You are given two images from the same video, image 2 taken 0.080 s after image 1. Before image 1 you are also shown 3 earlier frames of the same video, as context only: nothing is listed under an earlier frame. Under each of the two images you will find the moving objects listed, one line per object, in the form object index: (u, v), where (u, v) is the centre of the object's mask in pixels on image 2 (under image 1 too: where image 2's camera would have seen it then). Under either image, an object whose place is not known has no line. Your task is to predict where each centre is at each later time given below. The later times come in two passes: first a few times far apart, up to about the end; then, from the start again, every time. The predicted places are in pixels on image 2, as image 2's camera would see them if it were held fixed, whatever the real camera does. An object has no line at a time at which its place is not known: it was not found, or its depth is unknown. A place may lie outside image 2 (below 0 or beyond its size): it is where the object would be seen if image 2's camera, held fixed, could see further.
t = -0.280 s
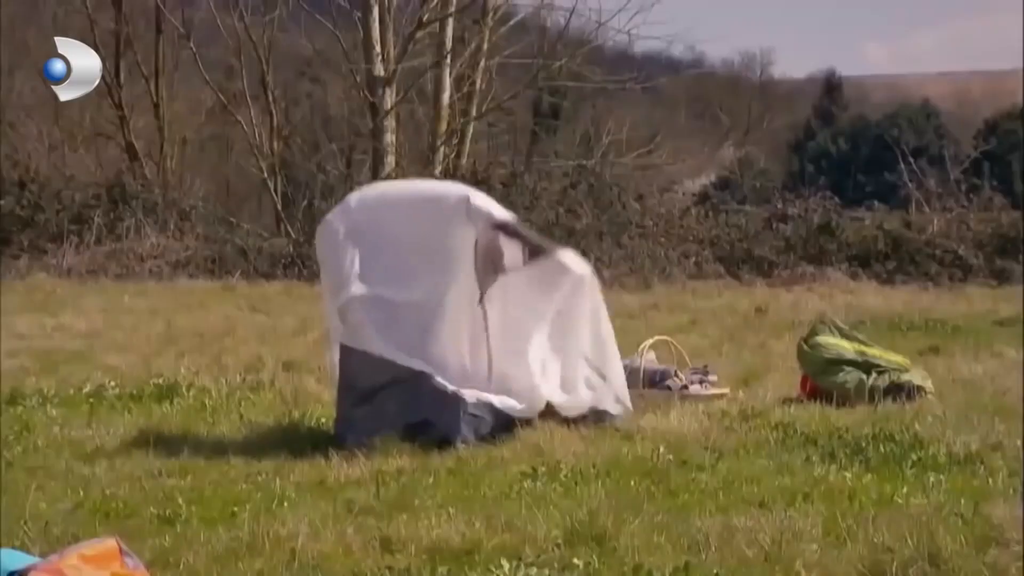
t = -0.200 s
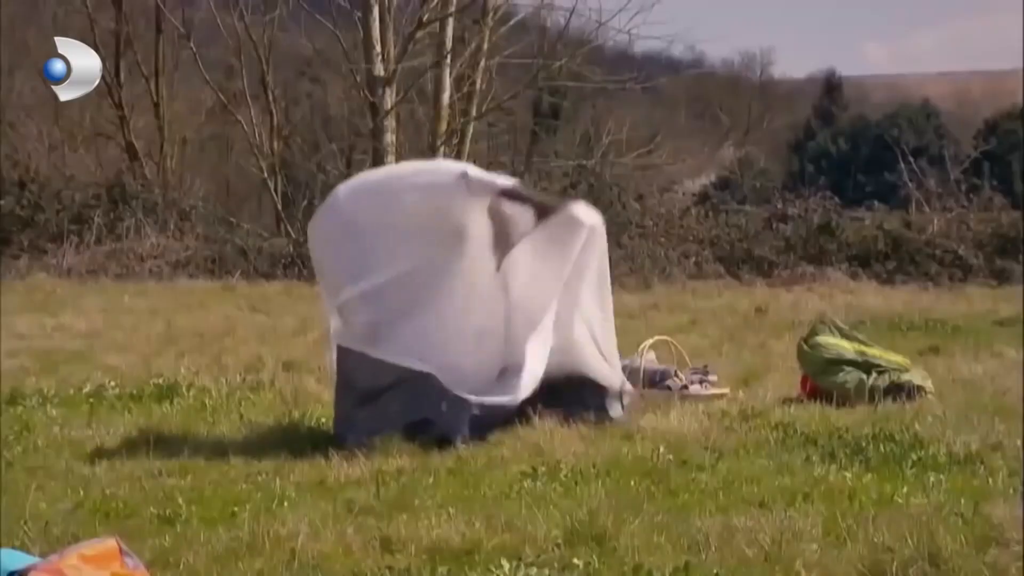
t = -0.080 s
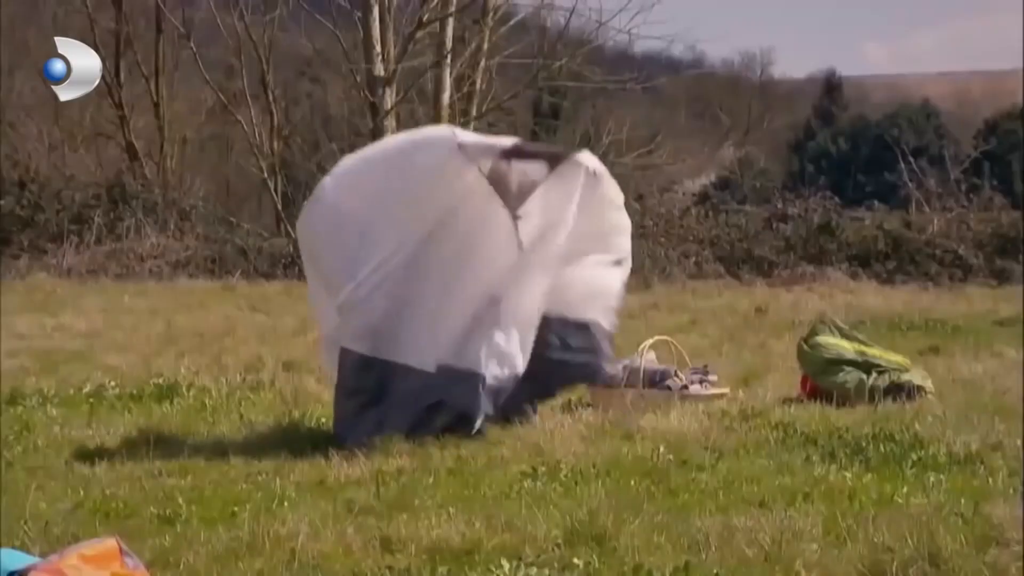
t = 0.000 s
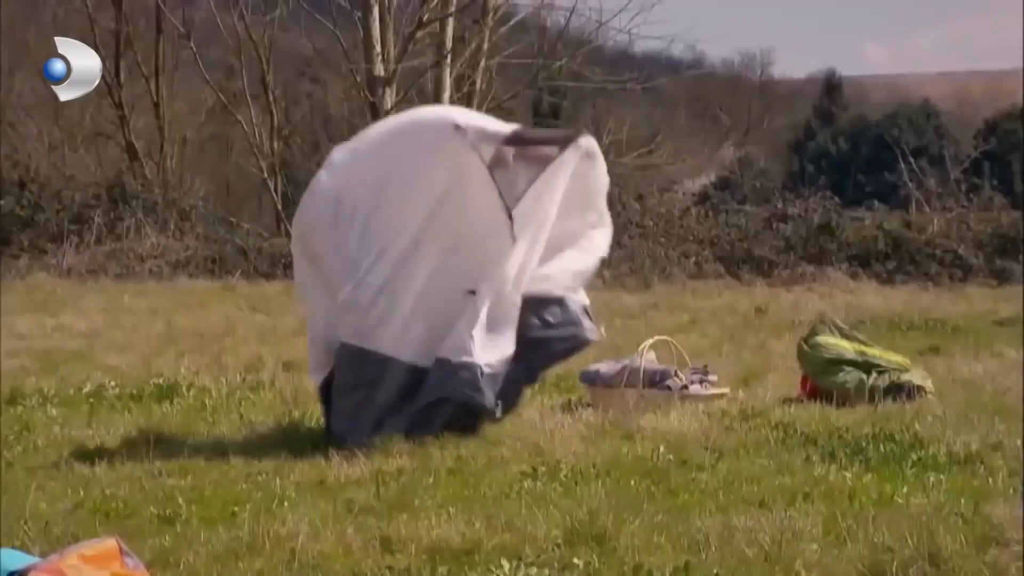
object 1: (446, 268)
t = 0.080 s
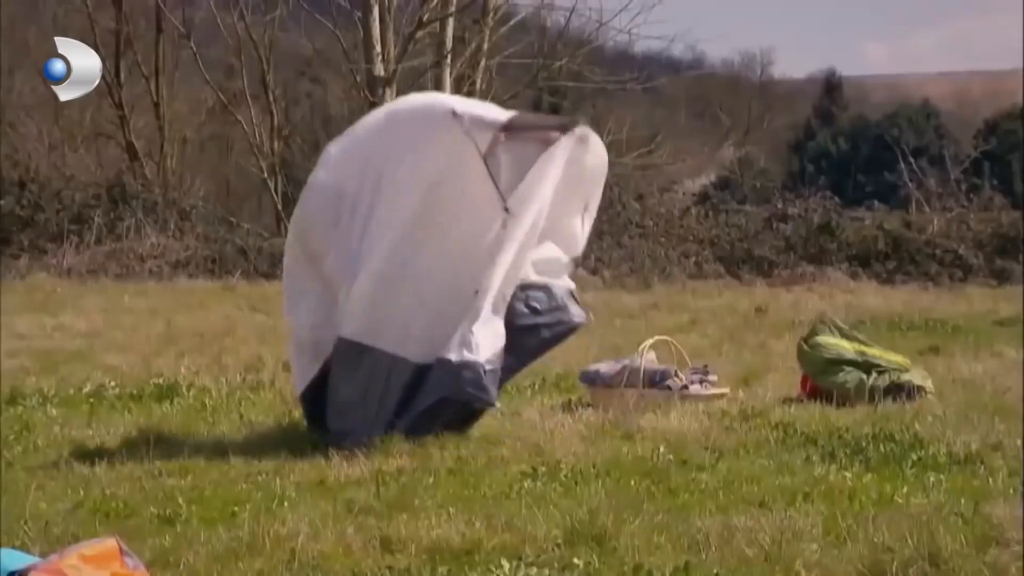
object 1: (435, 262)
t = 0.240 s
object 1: (430, 256)
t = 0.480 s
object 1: (391, 254)
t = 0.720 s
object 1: (377, 261)
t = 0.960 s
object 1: (383, 295)
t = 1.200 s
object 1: (331, 327)
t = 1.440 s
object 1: (243, 329)
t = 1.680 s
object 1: (189, 334)
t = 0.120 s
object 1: (432, 260)
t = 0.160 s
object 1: (431, 258)
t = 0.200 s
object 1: (430, 257)
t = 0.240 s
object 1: (430, 256)
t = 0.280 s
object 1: (429, 254)
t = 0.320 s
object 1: (426, 253)
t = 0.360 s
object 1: (419, 253)
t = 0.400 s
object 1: (411, 254)
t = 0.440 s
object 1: (401, 255)
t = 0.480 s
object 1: (391, 254)
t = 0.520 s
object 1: (384, 254)
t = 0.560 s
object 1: (384, 254)
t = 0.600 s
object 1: (384, 257)
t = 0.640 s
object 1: (382, 260)
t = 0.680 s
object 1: (380, 261)
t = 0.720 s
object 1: (377, 261)
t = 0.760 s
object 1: (372, 261)
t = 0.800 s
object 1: (371, 265)
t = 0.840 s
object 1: (373, 271)
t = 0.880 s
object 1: (376, 279)
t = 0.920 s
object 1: (381, 286)
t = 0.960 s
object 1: (383, 295)
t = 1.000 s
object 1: (381, 304)
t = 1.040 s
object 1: (377, 312)
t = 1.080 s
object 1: (373, 317)
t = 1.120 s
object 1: (362, 322)
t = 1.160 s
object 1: (348, 326)
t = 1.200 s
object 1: (331, 327)
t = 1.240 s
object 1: (314, 328)
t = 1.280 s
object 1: (297, 329)
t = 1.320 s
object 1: (285, 330)
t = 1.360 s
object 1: (276, 328)
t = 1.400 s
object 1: (261, 327)
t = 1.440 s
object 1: (243, 329)
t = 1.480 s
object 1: (226, 336)
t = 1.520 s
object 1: (217, 335)
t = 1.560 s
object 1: (209, 337)
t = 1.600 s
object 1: (203, 335)
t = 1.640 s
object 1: (194, 334)
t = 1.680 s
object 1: (189, 334)
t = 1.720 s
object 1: (183, 335)
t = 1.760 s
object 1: (177, 335)
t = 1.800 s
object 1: (173, 333)
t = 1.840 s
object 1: (170, 329)
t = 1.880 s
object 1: (168, 325)
